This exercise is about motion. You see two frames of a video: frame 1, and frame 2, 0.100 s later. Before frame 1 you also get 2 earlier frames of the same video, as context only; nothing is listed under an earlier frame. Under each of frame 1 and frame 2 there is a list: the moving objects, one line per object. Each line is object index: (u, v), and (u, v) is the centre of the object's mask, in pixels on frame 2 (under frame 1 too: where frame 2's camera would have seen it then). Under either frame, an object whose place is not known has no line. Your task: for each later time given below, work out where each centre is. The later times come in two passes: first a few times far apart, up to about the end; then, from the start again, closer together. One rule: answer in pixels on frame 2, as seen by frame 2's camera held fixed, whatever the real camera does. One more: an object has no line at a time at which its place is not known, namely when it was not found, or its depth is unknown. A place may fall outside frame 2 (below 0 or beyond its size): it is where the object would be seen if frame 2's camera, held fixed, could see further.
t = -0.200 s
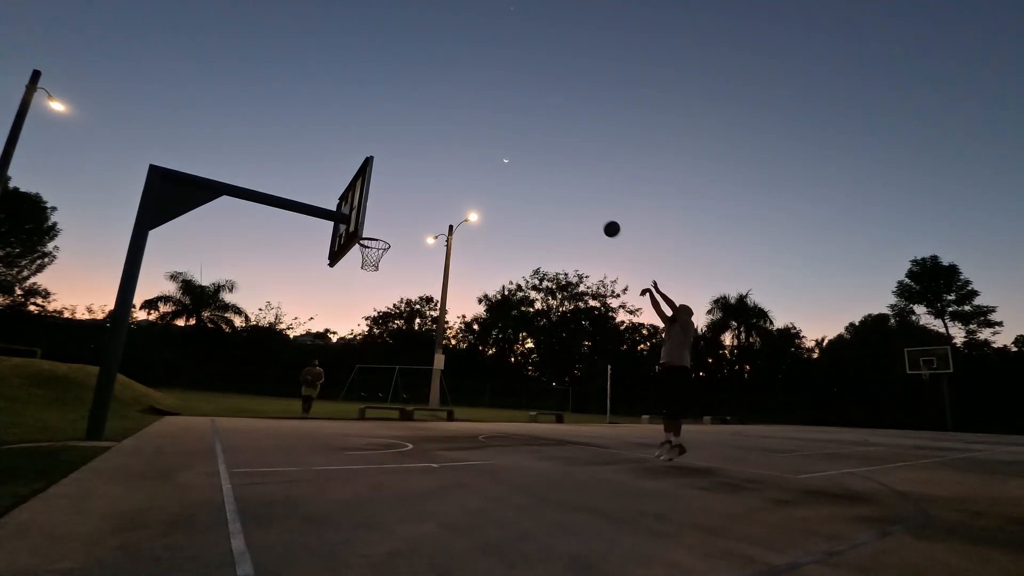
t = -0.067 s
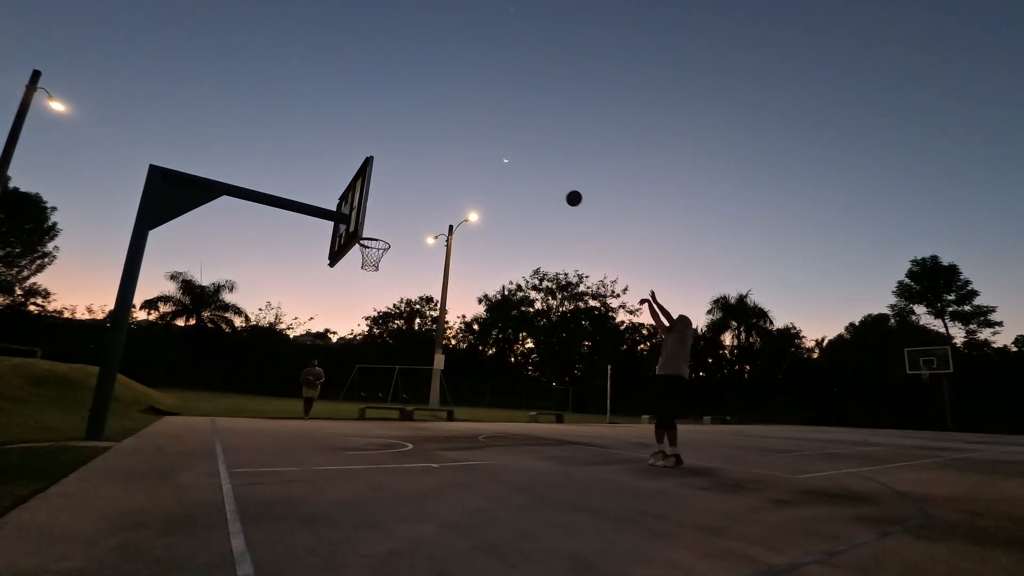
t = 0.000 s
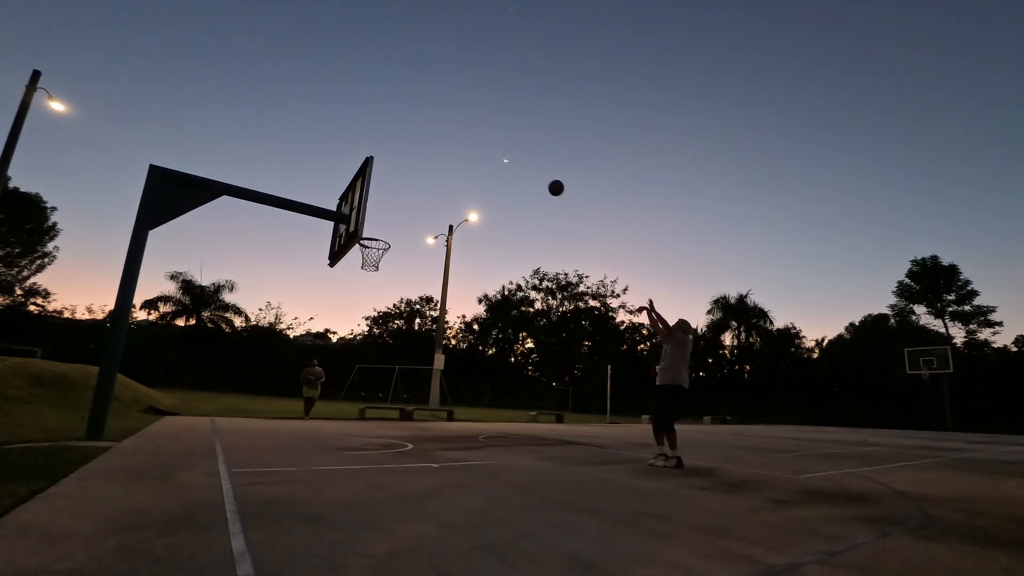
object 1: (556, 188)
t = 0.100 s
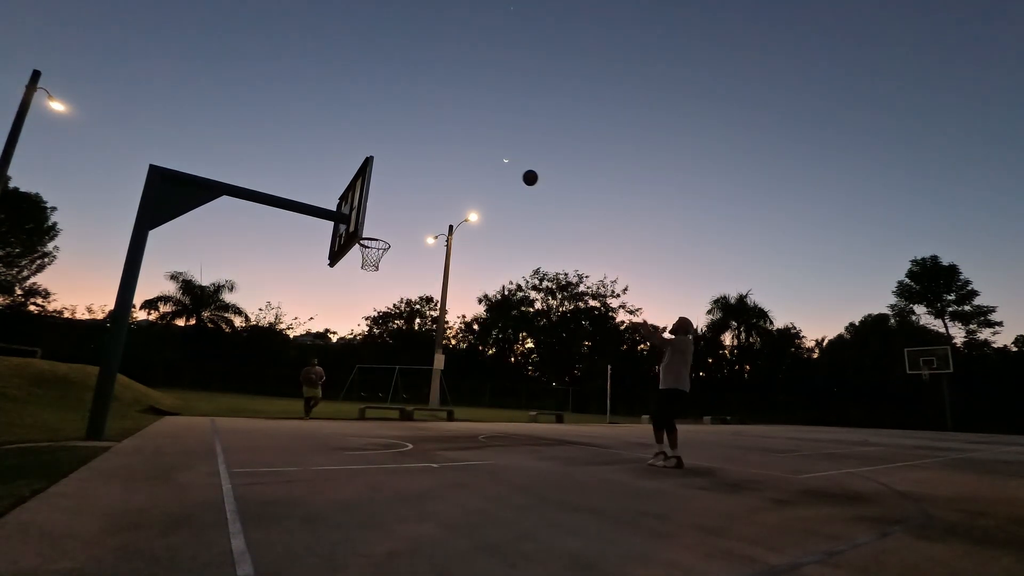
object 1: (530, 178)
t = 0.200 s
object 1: (505, 174)
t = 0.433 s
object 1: (449, 187)
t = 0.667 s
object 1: (393, 229)
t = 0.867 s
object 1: (362, 252)
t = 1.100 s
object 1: (374, 266)
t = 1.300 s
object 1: (386, 300)
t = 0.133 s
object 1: (522, 176)
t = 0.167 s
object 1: (513, 174)
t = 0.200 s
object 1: (505, 174)
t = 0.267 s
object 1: (489, 174)
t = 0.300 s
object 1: (481, 176)
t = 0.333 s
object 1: (473, 178)
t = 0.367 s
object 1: (465, 180)
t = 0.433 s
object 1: (449, 187)
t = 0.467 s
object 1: (441, 191)
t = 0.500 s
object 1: (433, 196)
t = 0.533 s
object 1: (425, 201)
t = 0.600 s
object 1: (409, 214)
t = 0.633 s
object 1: (401, 221)
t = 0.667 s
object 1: (393, 229)
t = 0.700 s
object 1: (385, 237)
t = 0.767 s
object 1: (371, 245)
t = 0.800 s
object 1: (364, 248)
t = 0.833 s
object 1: (362, 250)
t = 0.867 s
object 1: (362, 252)
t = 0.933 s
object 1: (362, 255)
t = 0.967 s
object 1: (364, 256)
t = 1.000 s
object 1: (367, 258)
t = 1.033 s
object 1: (369, 261)
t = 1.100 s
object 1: (374, 266)
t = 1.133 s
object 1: (376, 270)
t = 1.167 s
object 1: (378, 275)
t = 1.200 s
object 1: (380, 280)
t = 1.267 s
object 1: (384, 293)
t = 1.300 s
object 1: (386, 300)
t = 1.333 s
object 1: (388, 309)
